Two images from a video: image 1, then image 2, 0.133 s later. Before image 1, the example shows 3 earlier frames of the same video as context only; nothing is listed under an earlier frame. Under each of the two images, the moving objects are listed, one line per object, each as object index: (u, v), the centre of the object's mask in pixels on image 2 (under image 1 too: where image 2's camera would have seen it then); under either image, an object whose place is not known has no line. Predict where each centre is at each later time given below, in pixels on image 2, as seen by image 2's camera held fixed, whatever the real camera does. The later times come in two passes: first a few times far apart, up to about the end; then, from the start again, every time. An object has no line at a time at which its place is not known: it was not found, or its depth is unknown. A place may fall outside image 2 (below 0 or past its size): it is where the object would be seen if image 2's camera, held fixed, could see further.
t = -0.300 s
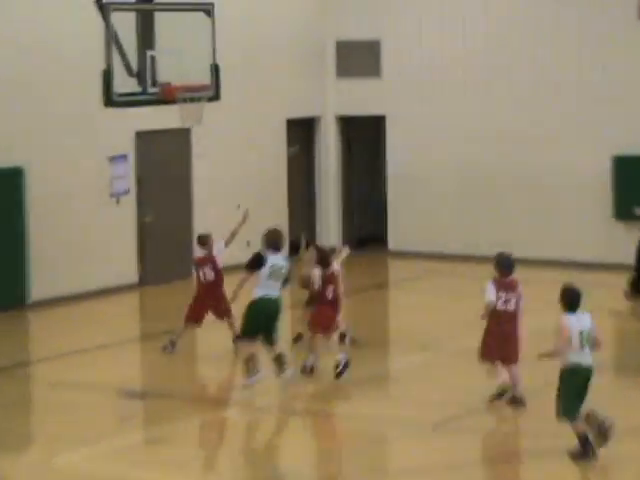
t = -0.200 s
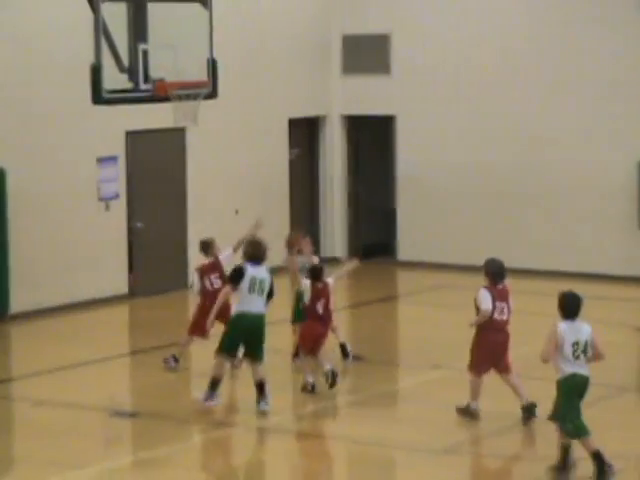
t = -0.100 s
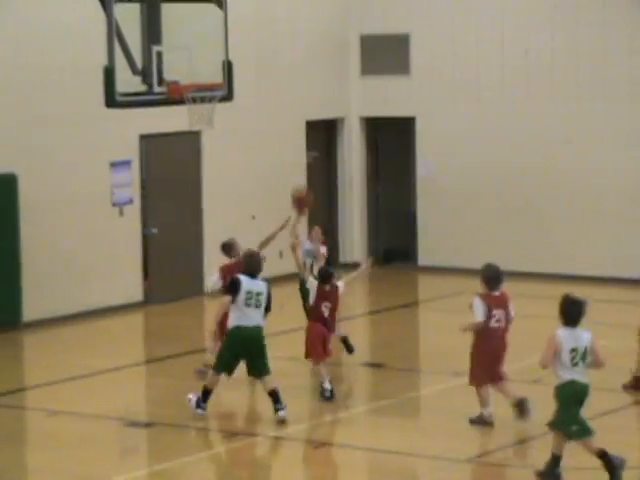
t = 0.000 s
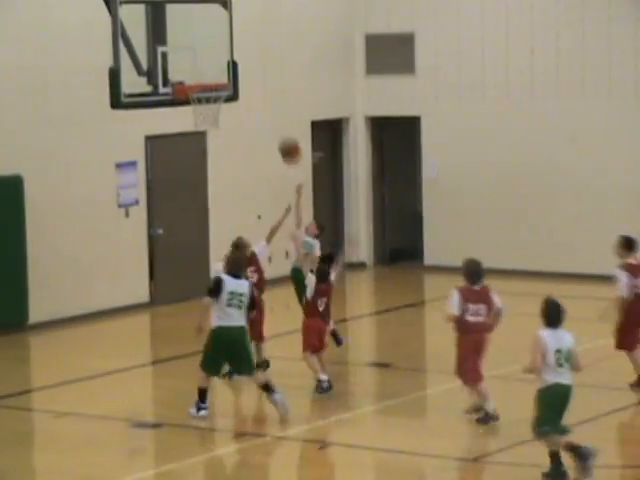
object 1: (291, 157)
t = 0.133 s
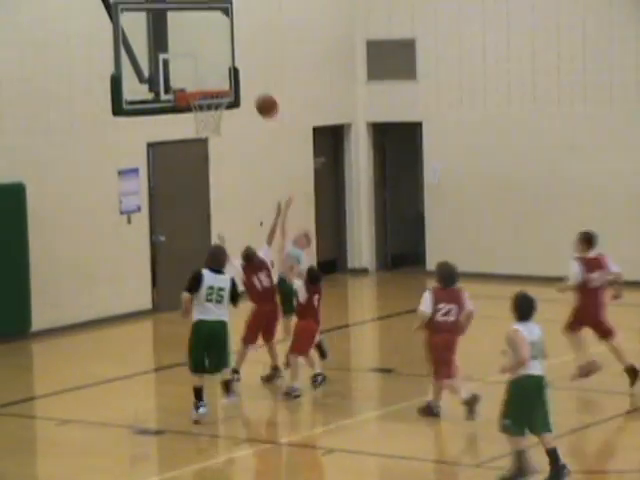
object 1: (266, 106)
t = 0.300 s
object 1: (235, 65)
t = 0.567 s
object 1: (211, 54)
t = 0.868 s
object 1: (220, 118)
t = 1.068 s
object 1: (219, 165)
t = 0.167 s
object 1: (260, 96)
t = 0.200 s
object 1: (254, 86)
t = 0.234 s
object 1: (248, 78)
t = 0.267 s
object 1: (243, 71)
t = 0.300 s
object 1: (235, 65)
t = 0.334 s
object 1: (229, 61)
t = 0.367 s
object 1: (222, 57)
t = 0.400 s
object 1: (217, 54)
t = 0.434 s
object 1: (211, 52)
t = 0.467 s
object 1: (208, 51)
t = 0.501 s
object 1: (209, 51)
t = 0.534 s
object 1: (210, 52)
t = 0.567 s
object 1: (211, 54)
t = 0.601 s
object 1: (212, 58)
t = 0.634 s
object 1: (213, 62)
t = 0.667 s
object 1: (213, 67)
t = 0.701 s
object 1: (215, 74)
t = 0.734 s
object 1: (216, 80)
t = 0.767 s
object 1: (216, 84)
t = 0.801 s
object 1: (218, 100)
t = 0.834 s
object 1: (219, 113)
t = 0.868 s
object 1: (220, 118)
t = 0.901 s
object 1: (220, 124)
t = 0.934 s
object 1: (219, 130)
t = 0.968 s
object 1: (219, 138)
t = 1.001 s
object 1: (219, 145)
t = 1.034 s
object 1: (219, 154)
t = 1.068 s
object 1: (219, 165)
